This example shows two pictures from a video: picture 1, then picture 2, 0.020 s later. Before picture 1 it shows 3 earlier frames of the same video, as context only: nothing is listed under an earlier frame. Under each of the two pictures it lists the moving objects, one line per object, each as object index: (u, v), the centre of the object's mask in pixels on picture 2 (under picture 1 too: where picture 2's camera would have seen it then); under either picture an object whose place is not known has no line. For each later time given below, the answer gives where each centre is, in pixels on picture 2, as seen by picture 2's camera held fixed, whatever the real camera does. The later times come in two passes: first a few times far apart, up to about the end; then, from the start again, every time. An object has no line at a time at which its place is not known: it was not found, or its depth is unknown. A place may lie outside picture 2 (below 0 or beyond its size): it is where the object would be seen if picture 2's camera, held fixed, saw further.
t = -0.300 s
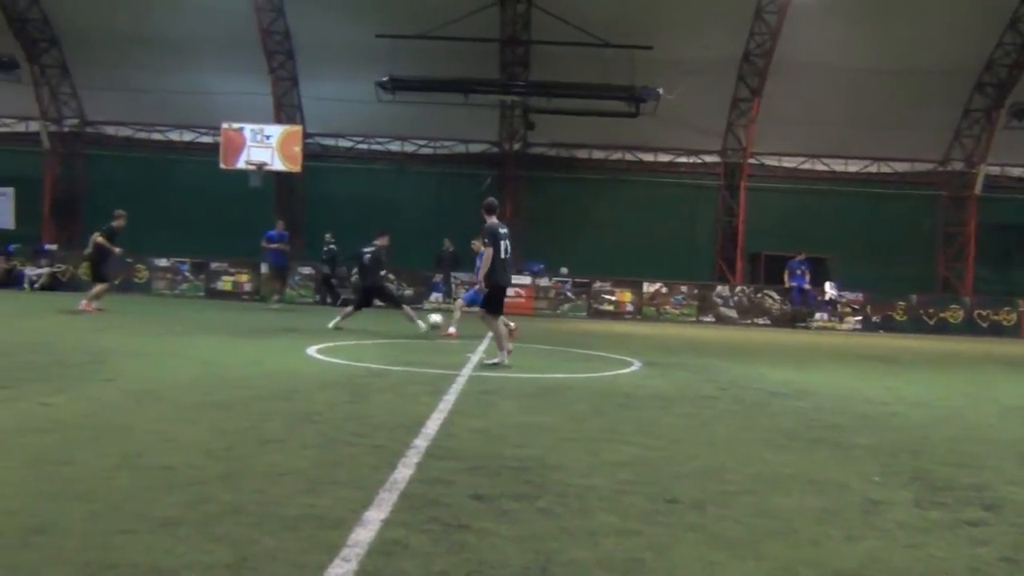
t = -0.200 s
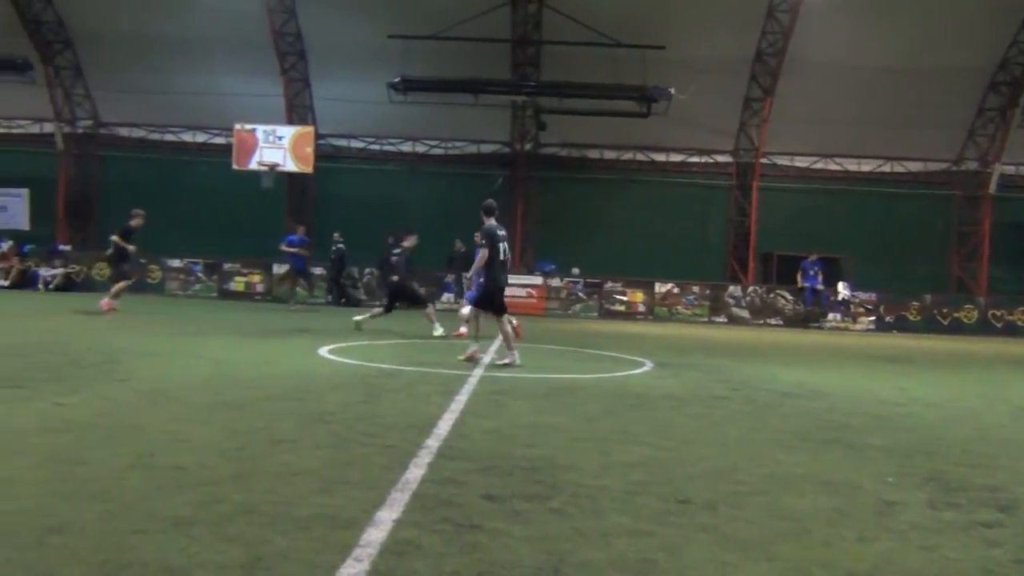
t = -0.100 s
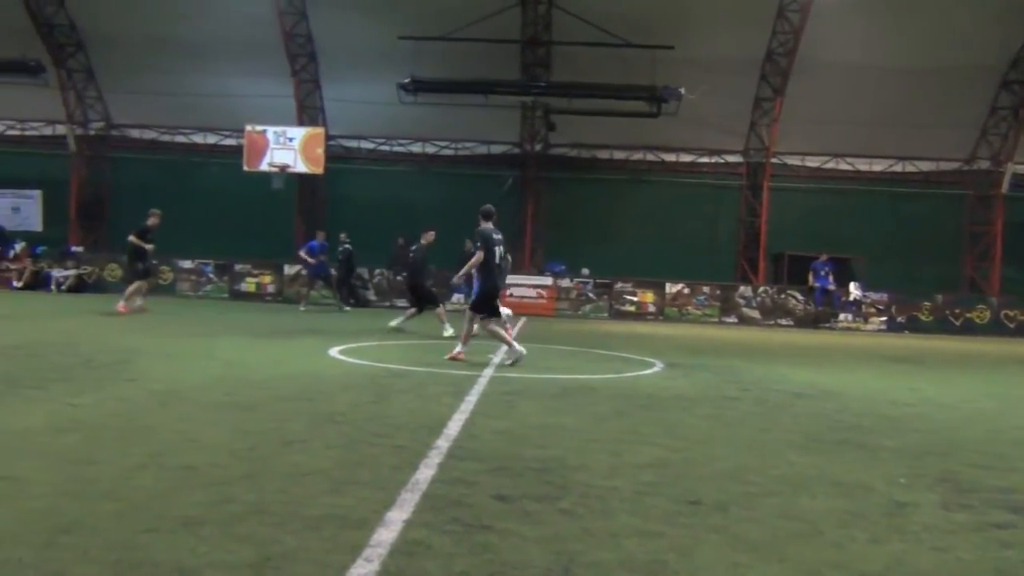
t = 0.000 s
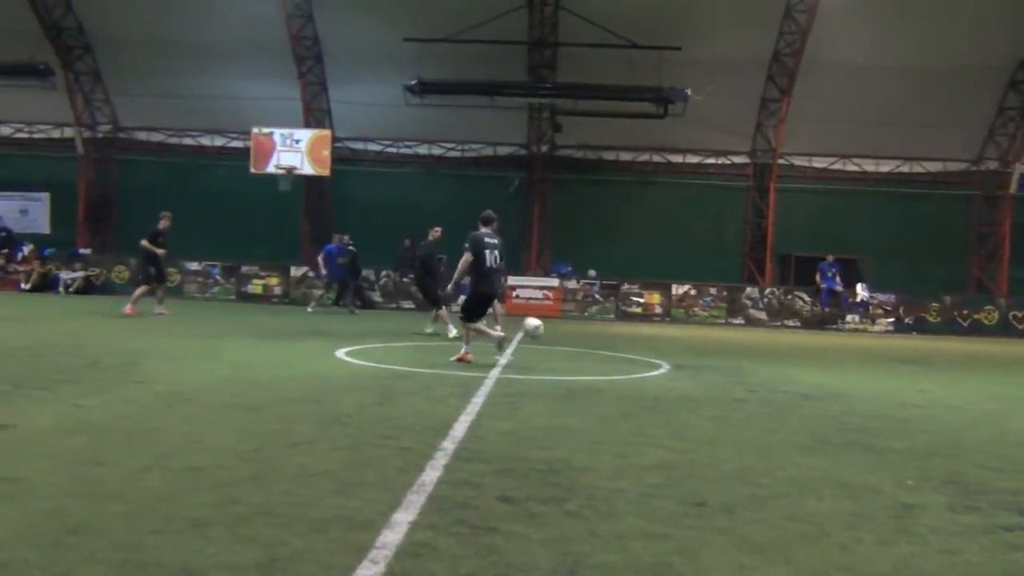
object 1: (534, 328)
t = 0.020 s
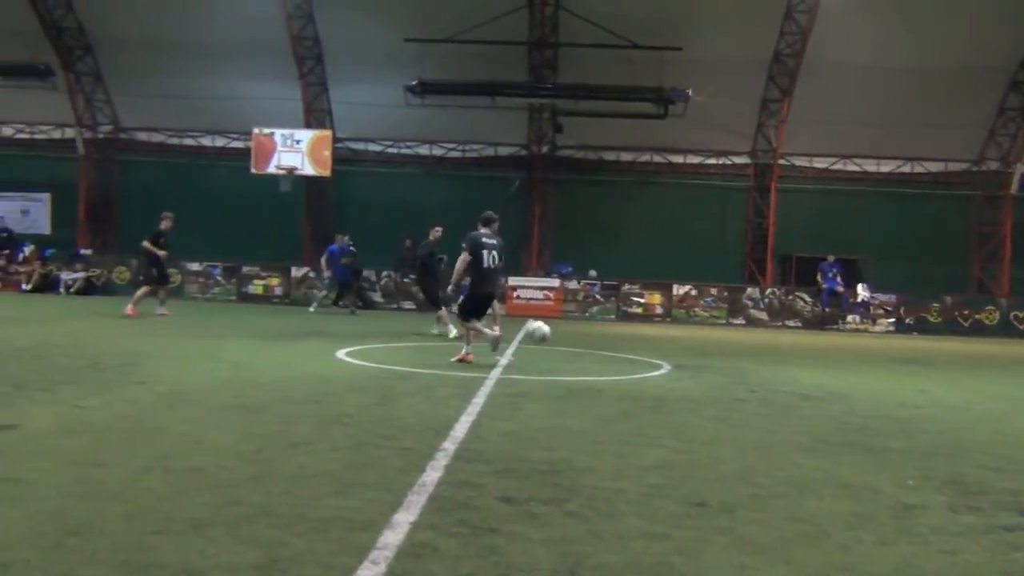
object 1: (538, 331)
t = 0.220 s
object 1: (584, 373)
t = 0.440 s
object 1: (595, 375)
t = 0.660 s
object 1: (602, 438)
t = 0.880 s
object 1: (597, 487)
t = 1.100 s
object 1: (590, 569)
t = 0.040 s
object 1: (544, 336)
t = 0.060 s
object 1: (549, 340)
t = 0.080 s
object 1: (554, 345)
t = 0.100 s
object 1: (560, 352)
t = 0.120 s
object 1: (566, 359)
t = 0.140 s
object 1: (571, 365)
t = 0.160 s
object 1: (577, 375)
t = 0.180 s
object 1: (581, 380)
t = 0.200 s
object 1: (583, 376)
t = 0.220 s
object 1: (584, 373)
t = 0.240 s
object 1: (585, 371)
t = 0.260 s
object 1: (586, 369)
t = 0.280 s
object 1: (588, 367)
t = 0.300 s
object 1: (589, 366)
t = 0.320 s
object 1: (590, 366)
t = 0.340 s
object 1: (590, 366)
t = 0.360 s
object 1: (592, 366)
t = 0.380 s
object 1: (593, 367)
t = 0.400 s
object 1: (594, 369)
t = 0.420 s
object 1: (595, 372)
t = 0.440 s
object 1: (595, 375)
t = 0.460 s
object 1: (597, 378)
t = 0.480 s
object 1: (597, 383)
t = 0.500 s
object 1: (598, 389)
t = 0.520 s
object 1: (599, 395)
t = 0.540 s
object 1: (600, 402)
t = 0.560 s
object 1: (601, 411)
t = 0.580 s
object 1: (601, 420)
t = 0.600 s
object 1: (601, 431)
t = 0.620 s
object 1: (601, 440)
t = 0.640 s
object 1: (602, 439)
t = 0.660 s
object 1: (602, 438)
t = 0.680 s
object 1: (602, 437)
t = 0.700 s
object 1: (601, 438)
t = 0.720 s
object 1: (602, 439)
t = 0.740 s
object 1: (602, 441)
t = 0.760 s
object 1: (601, 444)
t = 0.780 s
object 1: (600, 449)
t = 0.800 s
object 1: (600, 453)
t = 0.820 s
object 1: (600, 459)
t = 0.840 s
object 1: (599, 466)
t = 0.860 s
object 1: (598, 477)
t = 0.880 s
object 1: (597, 487)
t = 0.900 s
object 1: (597, 498)
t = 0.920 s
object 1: (594, 516)
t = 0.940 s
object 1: (592, 526)
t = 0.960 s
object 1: (593, 526)
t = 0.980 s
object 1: (593, 526)
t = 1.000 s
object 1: (594, 529)
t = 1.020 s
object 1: (593, 534)
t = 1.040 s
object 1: (592, 540)
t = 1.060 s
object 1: (591, 548)
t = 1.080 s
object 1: (591, 557)
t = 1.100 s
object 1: (590, 569)
